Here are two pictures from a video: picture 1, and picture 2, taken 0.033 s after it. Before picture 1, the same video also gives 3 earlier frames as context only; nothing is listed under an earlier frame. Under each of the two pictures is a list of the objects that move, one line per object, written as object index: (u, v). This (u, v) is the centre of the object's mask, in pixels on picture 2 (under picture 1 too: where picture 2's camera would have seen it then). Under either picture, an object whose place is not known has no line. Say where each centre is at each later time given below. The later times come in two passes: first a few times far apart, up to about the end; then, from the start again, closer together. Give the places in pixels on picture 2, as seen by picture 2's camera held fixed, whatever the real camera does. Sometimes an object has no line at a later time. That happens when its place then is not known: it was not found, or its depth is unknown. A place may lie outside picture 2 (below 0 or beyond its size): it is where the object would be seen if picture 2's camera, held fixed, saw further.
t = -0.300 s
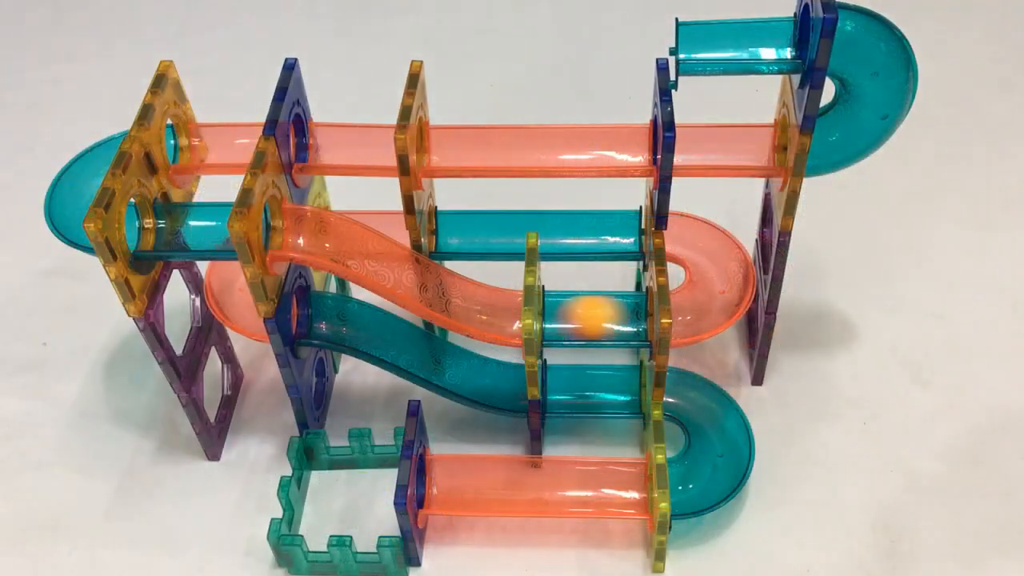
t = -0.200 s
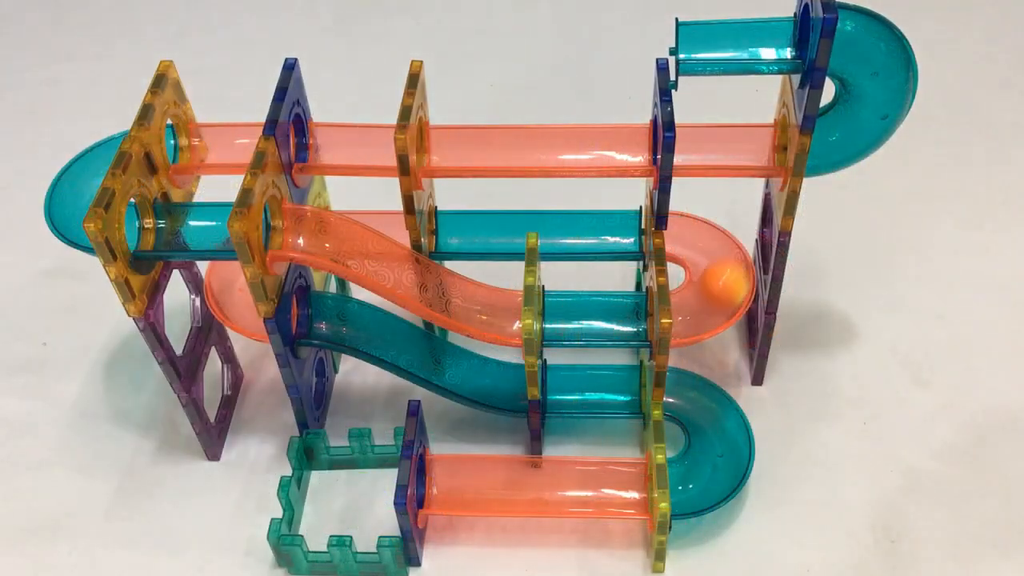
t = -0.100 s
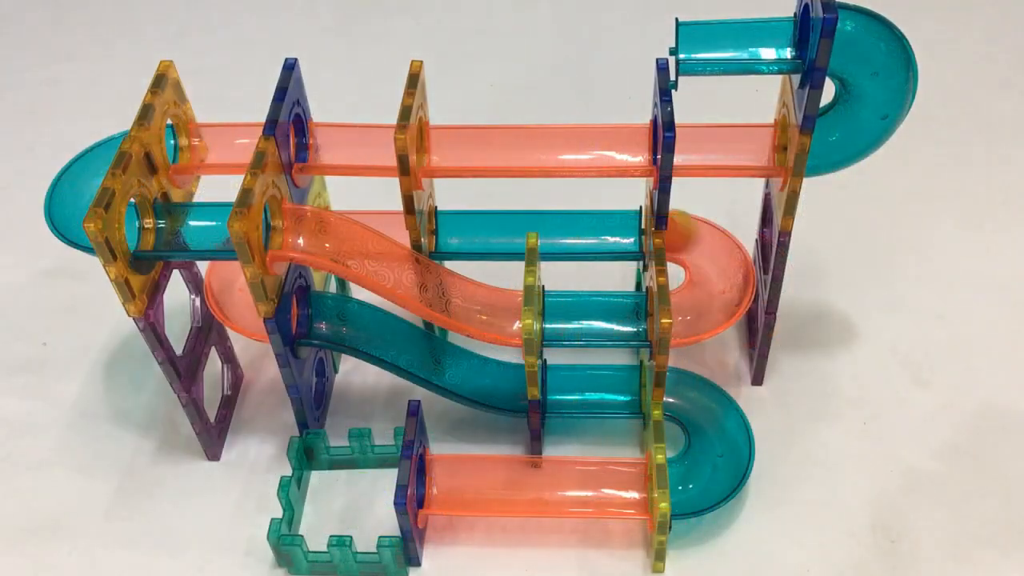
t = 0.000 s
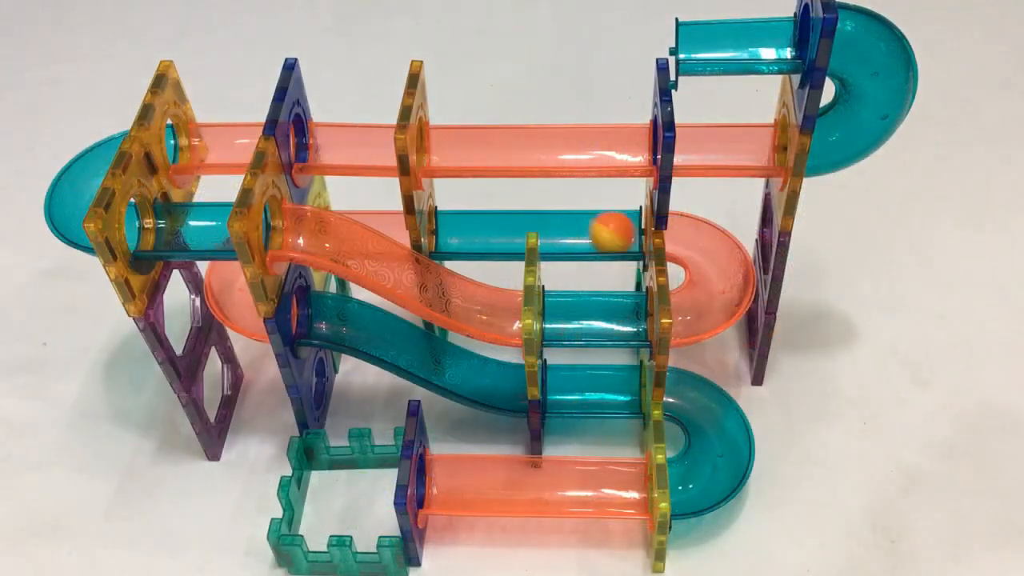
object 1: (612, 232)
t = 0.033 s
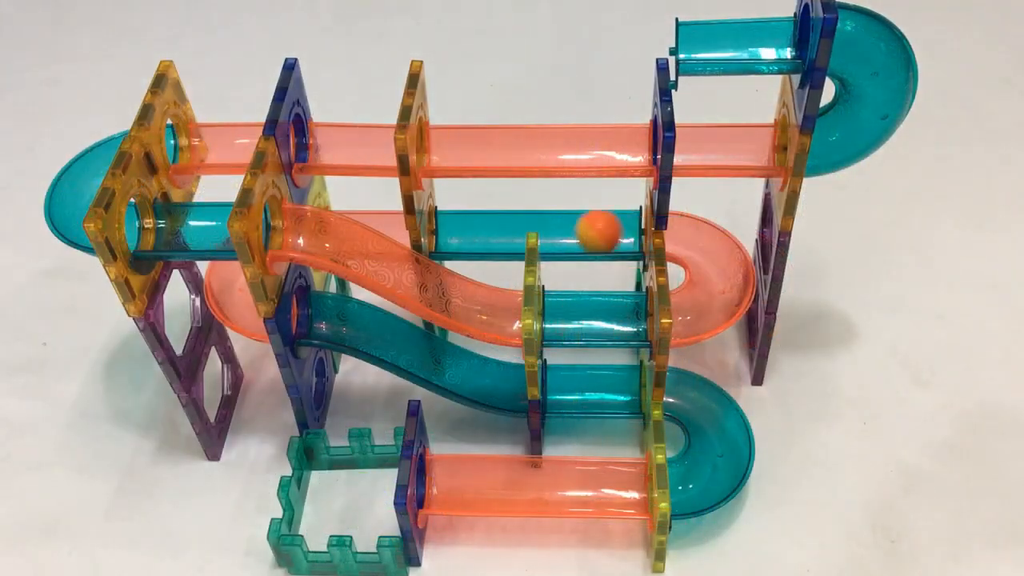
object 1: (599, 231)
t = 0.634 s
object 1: (396, 231)
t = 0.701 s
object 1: (388, 227)
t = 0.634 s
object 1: (396, 231)
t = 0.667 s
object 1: (392, 227)
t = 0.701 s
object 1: (388, 227)
